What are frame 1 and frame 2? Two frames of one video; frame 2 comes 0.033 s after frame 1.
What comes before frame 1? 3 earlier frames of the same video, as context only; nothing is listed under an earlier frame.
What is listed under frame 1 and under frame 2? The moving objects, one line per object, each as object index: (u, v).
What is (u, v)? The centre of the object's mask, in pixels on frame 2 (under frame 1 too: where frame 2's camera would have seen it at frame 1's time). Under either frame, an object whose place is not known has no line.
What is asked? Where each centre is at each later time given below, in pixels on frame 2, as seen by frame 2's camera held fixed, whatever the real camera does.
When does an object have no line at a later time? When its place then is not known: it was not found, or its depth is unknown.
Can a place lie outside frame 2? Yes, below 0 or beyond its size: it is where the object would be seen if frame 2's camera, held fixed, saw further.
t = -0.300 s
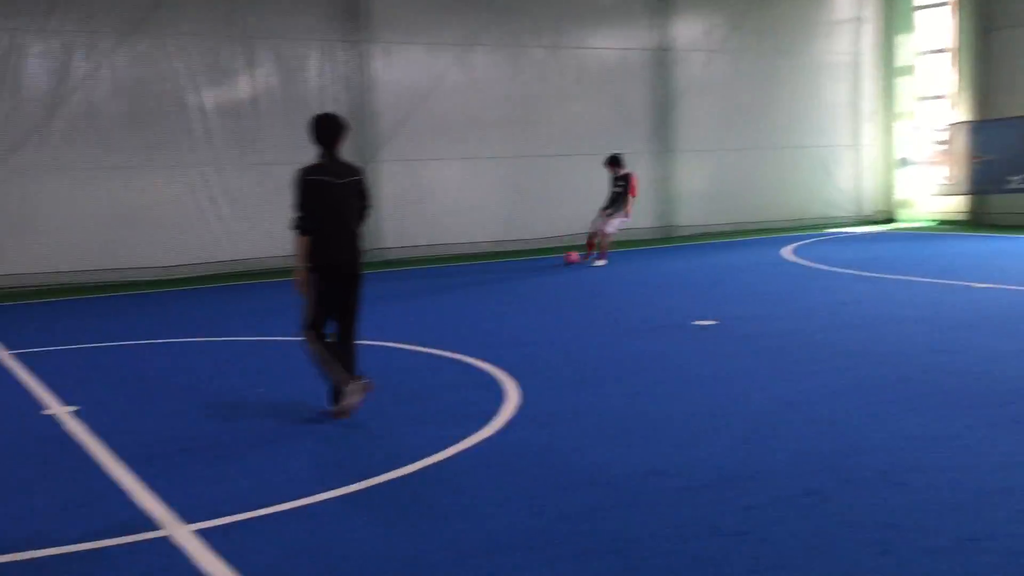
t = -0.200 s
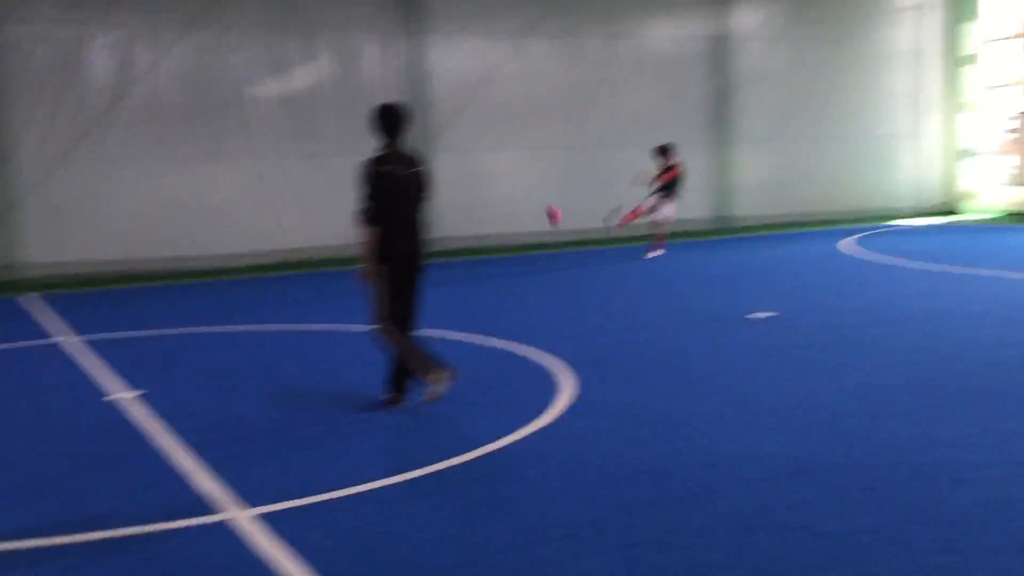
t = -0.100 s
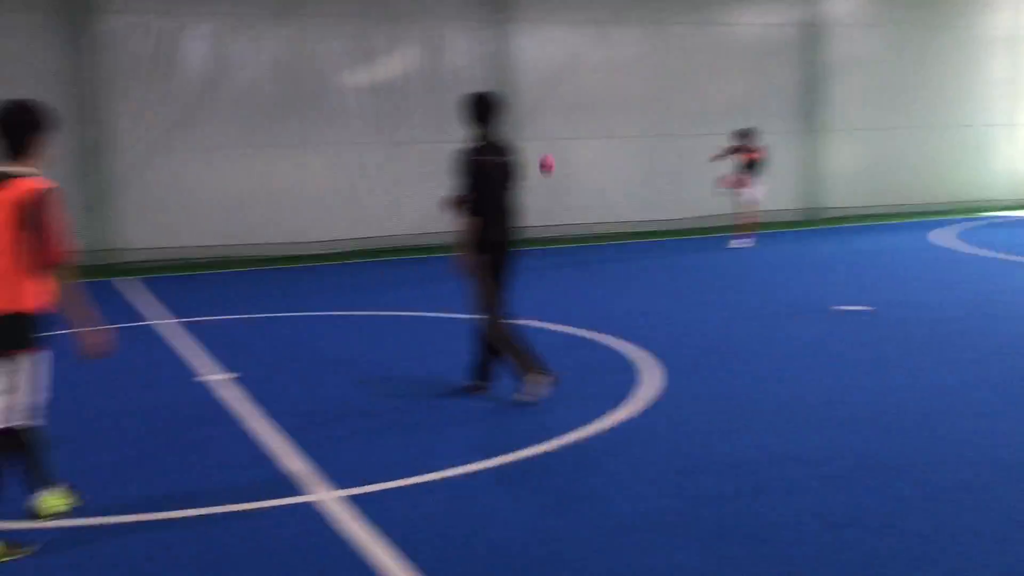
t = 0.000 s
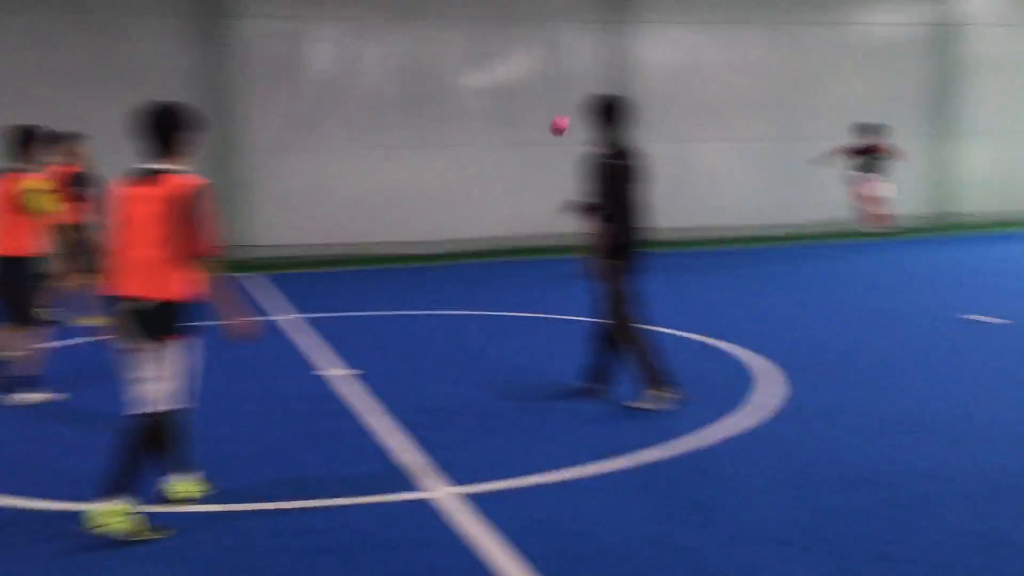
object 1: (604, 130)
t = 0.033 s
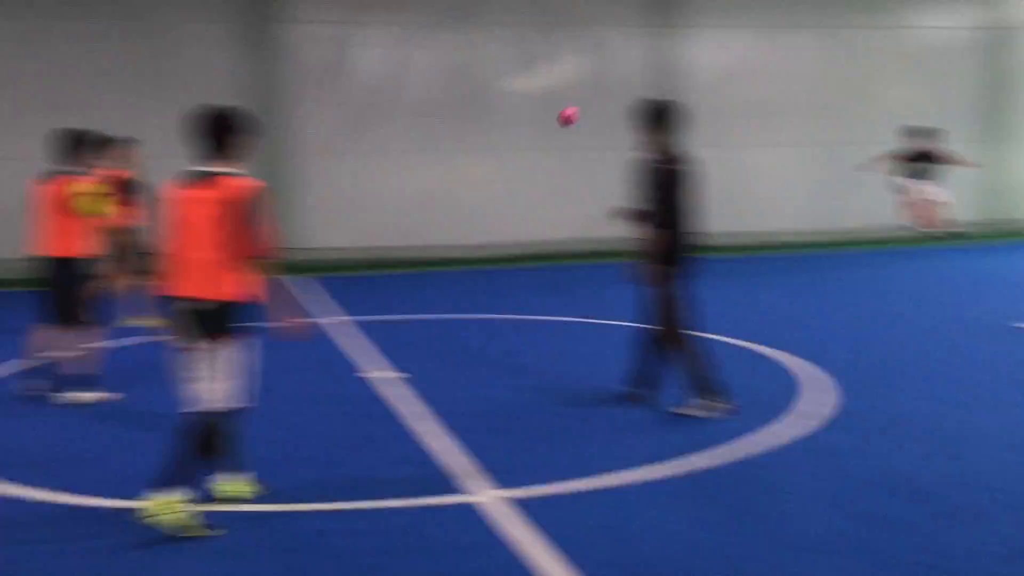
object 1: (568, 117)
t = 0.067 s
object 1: (529, 103)
